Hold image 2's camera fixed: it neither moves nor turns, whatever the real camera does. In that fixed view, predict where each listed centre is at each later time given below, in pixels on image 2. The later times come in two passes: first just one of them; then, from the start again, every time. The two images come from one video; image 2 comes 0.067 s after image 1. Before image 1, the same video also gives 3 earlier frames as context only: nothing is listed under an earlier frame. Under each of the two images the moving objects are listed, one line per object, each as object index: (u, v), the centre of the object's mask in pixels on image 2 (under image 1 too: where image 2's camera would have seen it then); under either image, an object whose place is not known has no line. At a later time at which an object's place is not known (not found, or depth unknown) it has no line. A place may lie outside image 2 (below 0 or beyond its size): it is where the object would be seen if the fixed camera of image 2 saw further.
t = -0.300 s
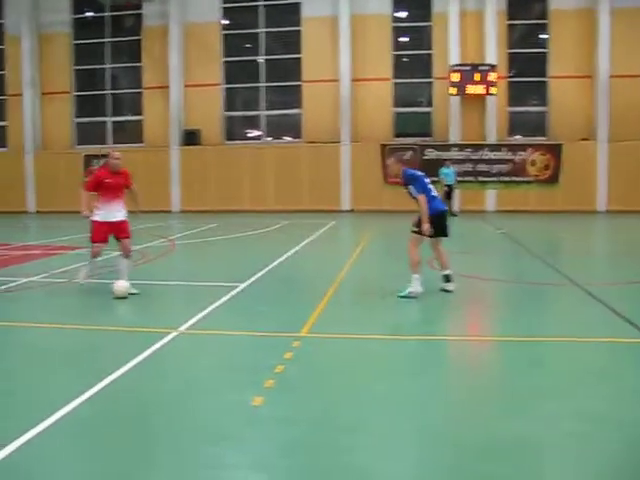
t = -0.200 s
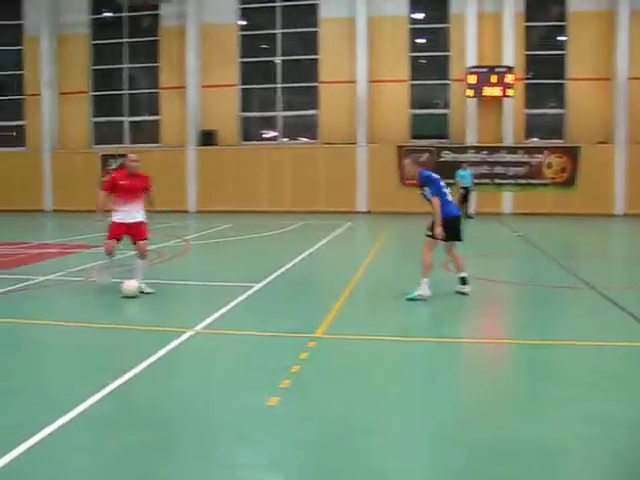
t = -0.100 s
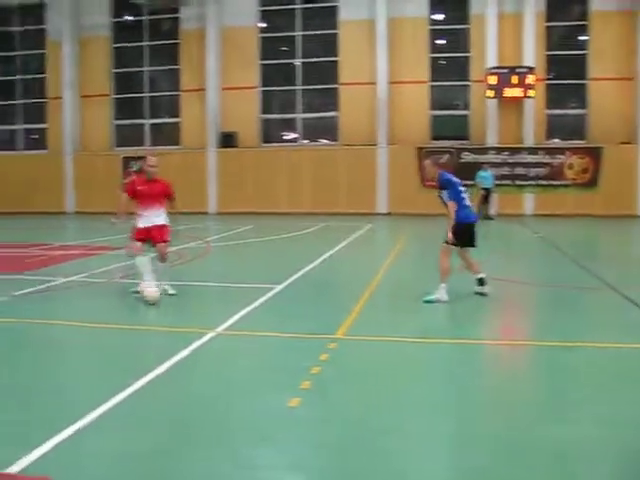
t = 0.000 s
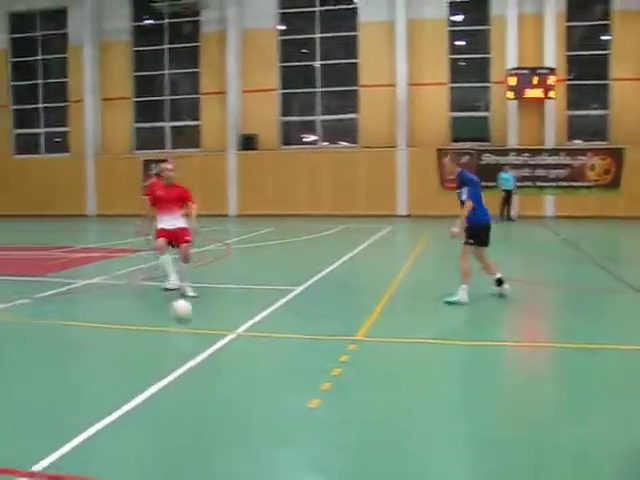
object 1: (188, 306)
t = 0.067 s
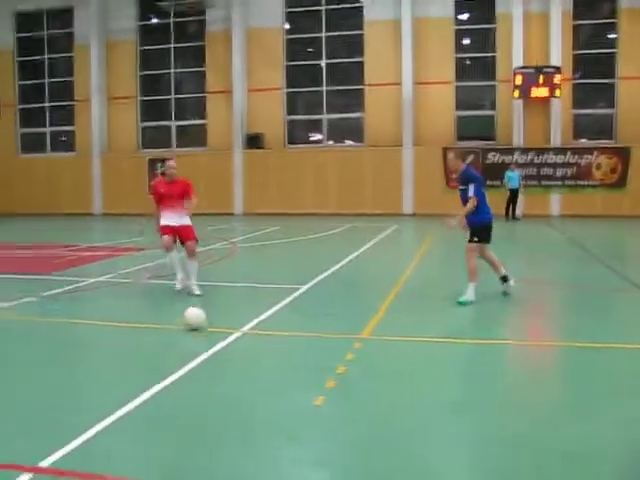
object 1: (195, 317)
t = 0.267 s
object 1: (217, 354)
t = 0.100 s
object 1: (198, 323)
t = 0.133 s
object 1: (201, 329)
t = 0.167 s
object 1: (205, 335)
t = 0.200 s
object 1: (208, 339)
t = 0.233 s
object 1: (213, 348)
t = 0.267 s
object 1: (217, 354)
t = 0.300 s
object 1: (221, 361)
